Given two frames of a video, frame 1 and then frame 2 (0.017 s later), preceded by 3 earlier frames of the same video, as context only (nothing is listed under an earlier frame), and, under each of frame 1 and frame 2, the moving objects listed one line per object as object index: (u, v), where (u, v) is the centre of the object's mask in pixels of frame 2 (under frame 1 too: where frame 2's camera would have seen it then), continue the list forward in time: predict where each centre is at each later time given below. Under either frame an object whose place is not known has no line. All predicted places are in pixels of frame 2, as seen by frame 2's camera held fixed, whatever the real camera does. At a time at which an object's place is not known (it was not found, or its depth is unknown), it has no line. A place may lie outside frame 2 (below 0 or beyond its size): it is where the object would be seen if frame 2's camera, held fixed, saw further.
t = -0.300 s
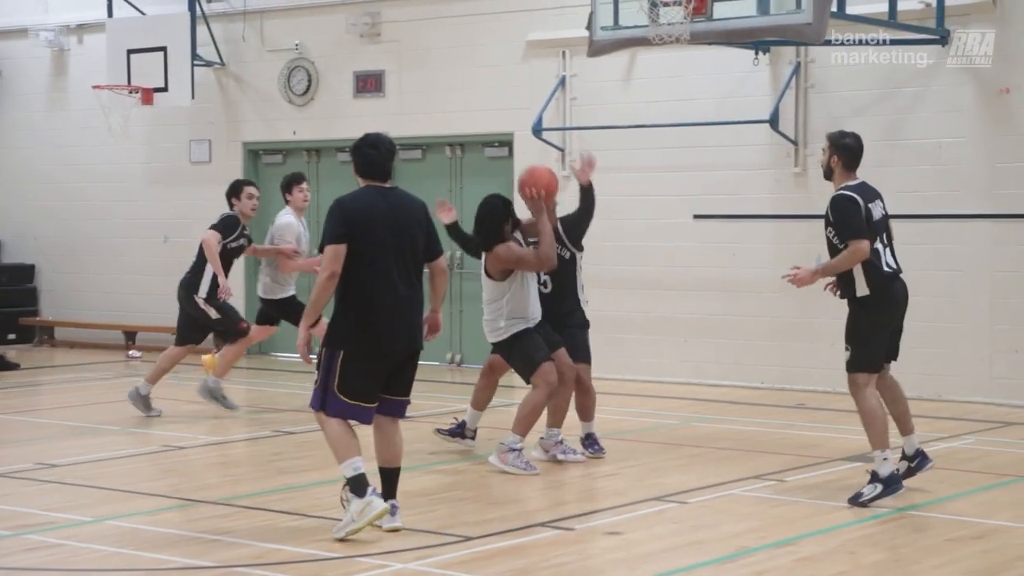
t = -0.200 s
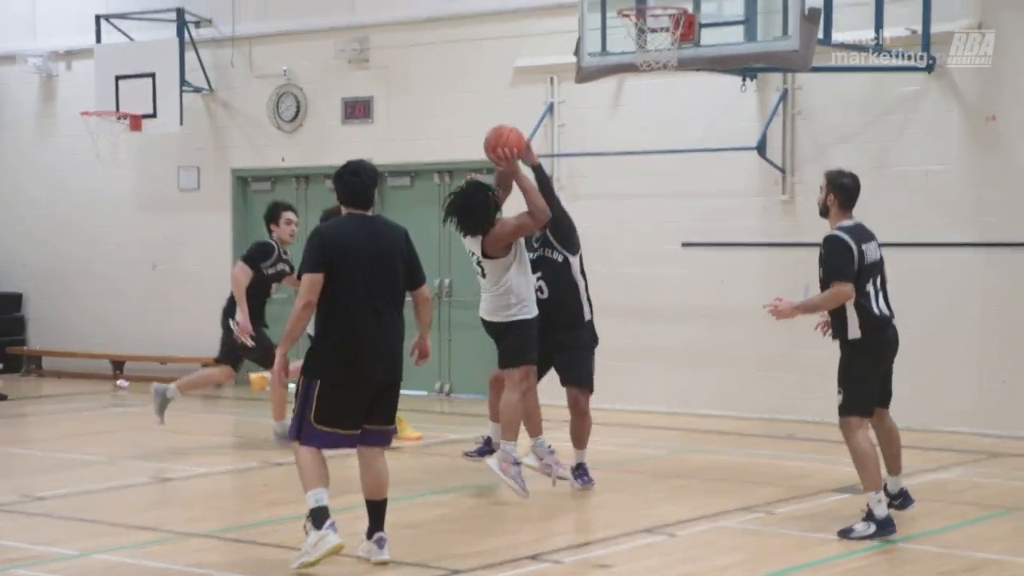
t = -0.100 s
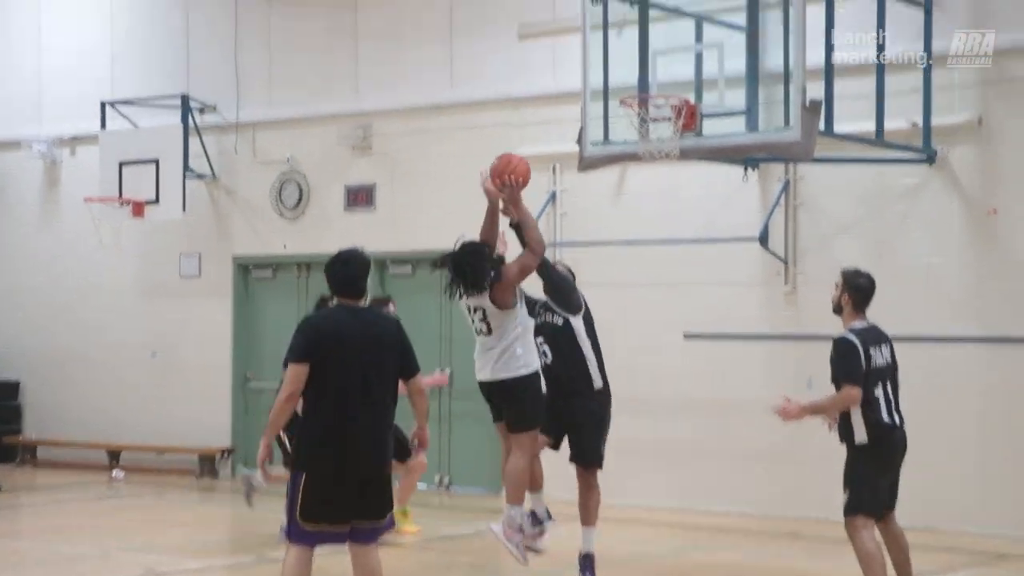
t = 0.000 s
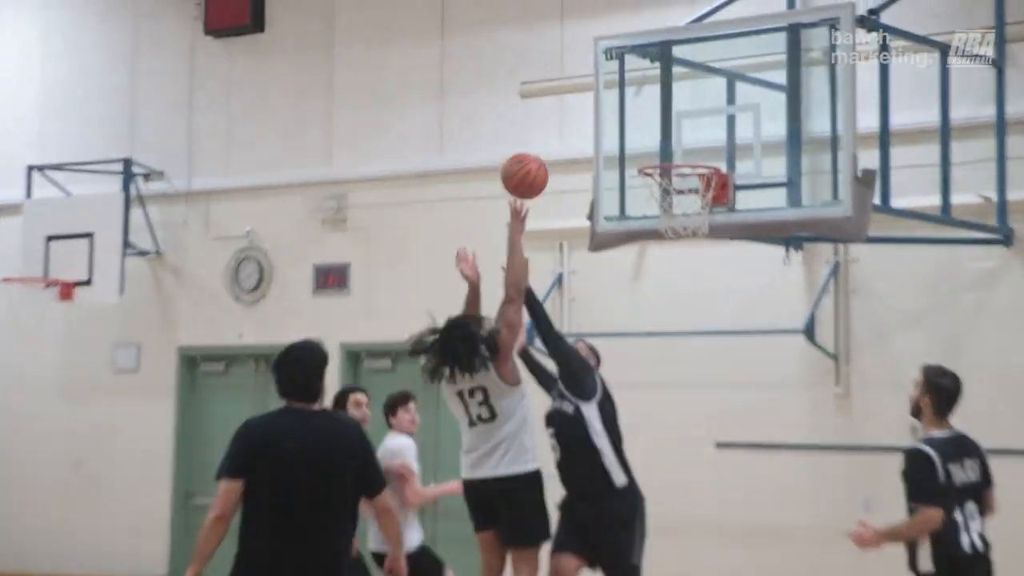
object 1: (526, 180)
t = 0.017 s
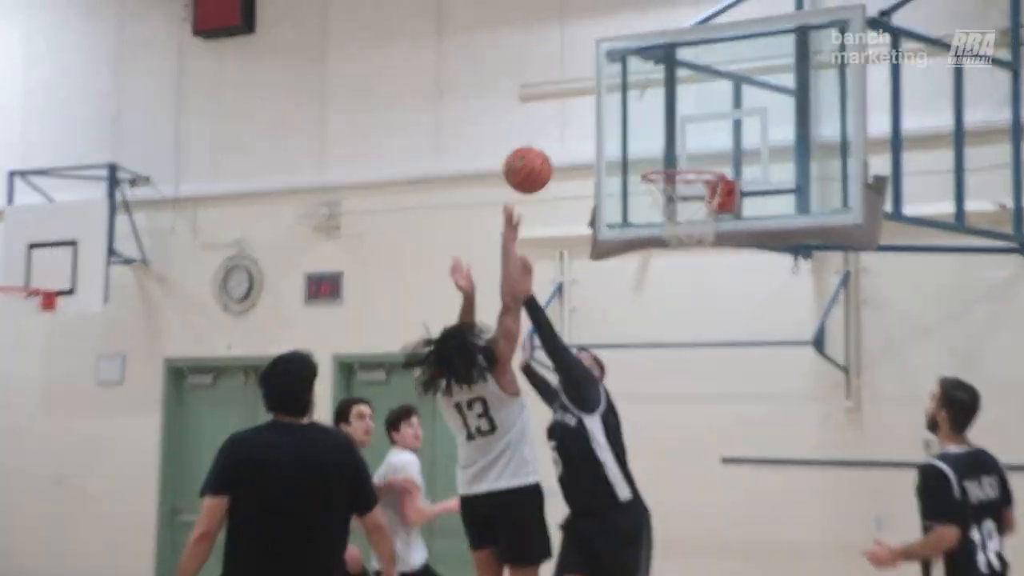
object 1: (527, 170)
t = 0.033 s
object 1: (530, 160)
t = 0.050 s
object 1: (533, 150)
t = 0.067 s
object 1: (536, 139)
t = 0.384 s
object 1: (601, 59)
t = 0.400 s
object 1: (604, 60)
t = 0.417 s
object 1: (607, 61)
